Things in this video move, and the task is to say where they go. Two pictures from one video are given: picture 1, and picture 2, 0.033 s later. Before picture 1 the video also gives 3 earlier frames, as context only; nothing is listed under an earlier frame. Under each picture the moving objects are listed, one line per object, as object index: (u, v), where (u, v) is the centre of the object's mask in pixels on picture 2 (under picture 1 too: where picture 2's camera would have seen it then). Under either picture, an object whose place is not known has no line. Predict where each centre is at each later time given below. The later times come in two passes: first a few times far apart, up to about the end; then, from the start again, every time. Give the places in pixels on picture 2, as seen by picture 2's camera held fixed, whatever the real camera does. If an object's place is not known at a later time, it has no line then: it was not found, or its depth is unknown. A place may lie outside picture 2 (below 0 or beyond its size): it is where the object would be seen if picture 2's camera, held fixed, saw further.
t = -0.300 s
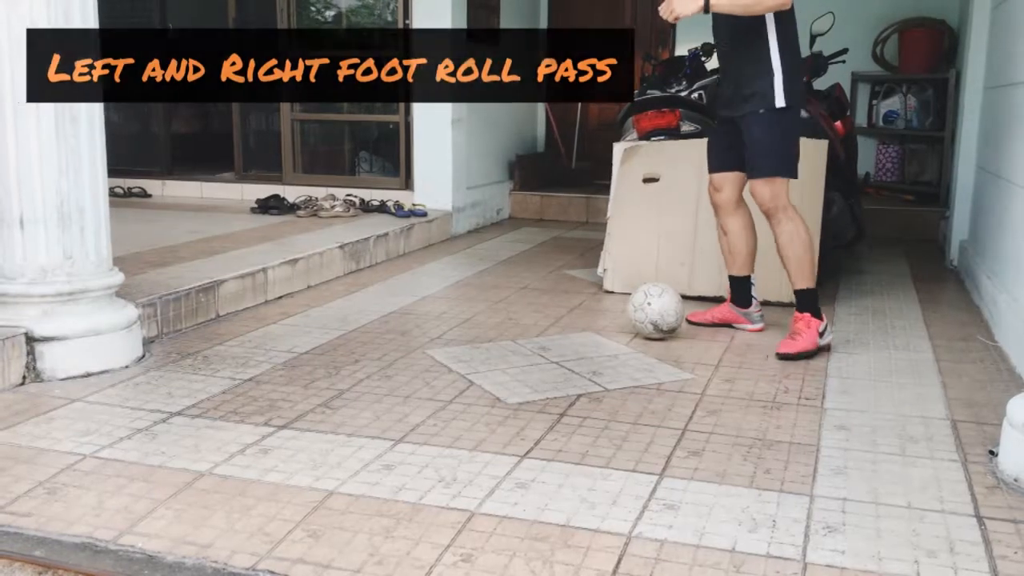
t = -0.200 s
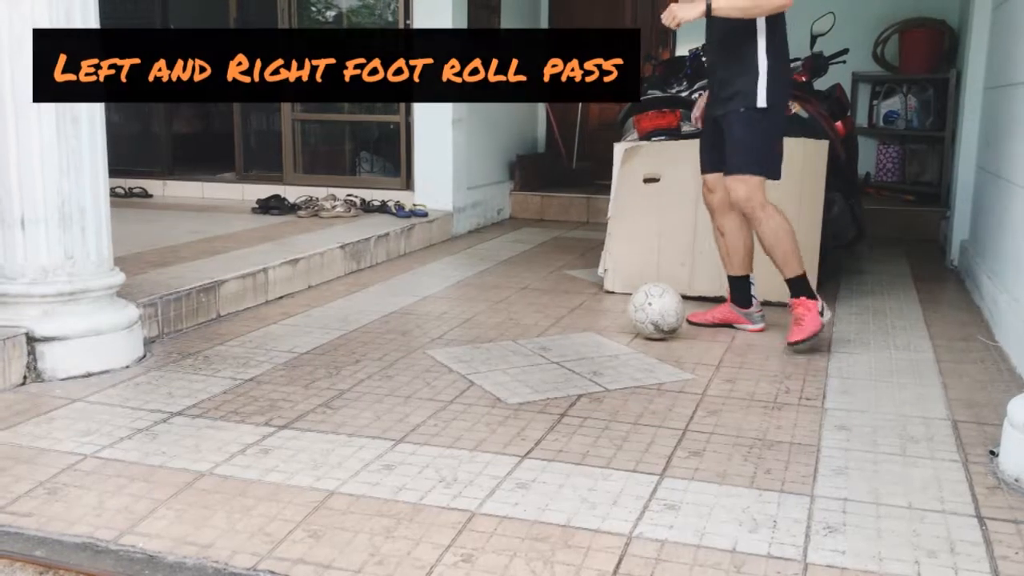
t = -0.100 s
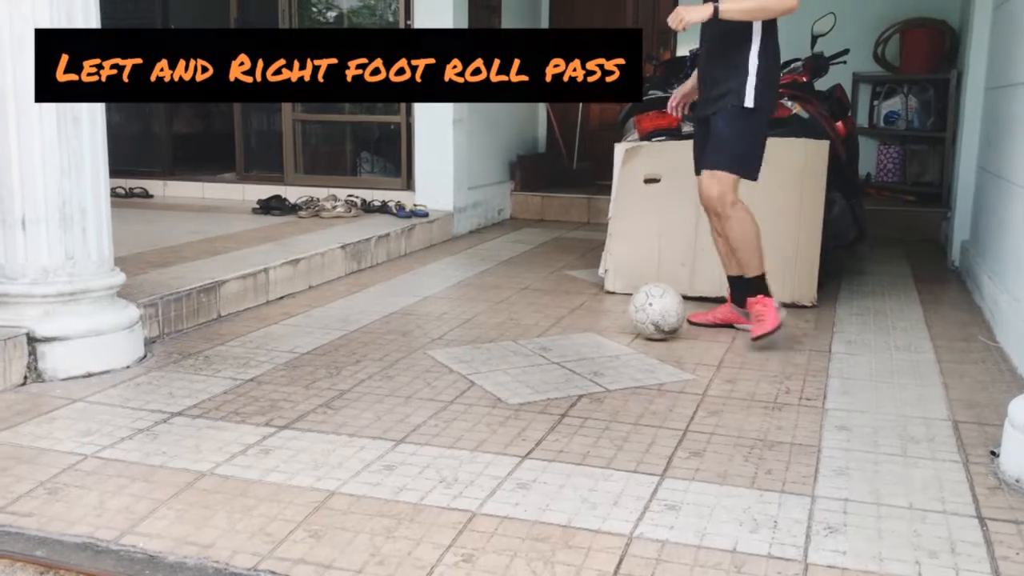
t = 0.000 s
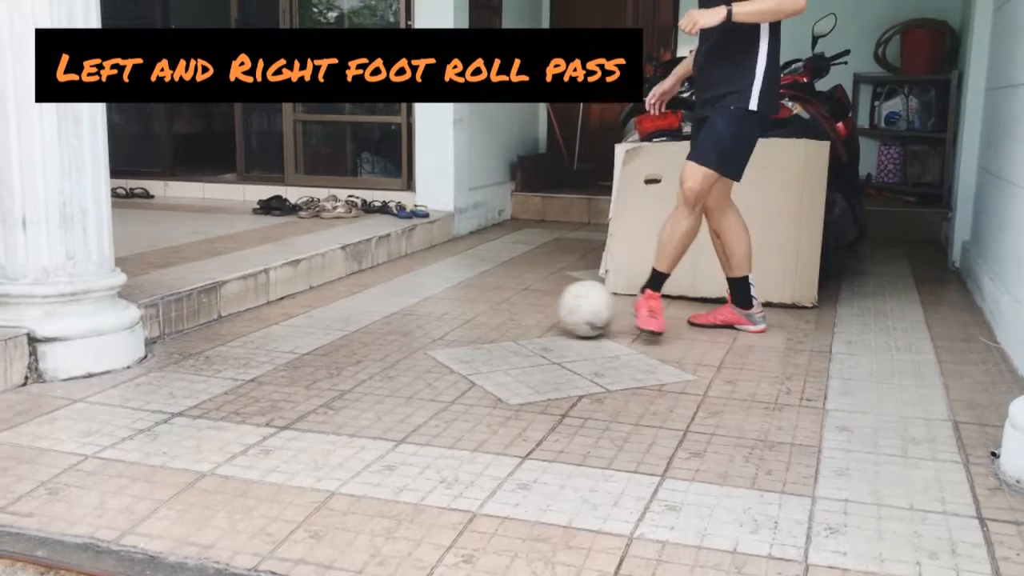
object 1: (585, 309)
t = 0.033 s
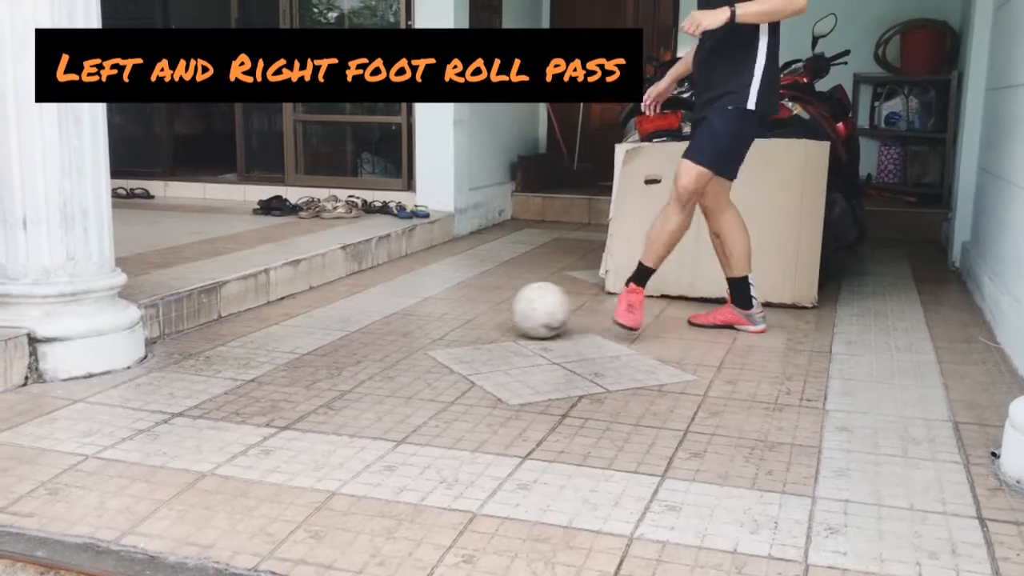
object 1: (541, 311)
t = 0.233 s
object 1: (296, 310)
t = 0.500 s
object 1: (267, 324)
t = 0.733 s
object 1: (328, 340)
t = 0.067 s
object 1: (498, 310)
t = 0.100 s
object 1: (453, 310)
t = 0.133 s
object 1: (412, 310)
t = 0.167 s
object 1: (372, 310)
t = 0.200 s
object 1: (332, 310)
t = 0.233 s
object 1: (296, 310)
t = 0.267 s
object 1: (259, 309)
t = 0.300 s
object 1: (223, 309)
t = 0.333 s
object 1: (202, 308)
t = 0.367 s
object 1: (213, 306)
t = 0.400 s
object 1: (227, 307)
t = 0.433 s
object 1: (240, 311)
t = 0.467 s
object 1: (255, 319)
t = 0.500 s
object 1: (267, 324)
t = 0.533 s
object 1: (276, 325)
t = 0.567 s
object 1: (288, 329)
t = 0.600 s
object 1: (297, 332)
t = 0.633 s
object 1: (305, 334)
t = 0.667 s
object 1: (314, 335)
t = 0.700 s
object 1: (321, 337)
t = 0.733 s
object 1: (328, 340)
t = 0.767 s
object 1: (335, 342)
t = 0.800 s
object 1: (341, 344)
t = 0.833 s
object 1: (350, 346)
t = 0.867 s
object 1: (356, 349)
